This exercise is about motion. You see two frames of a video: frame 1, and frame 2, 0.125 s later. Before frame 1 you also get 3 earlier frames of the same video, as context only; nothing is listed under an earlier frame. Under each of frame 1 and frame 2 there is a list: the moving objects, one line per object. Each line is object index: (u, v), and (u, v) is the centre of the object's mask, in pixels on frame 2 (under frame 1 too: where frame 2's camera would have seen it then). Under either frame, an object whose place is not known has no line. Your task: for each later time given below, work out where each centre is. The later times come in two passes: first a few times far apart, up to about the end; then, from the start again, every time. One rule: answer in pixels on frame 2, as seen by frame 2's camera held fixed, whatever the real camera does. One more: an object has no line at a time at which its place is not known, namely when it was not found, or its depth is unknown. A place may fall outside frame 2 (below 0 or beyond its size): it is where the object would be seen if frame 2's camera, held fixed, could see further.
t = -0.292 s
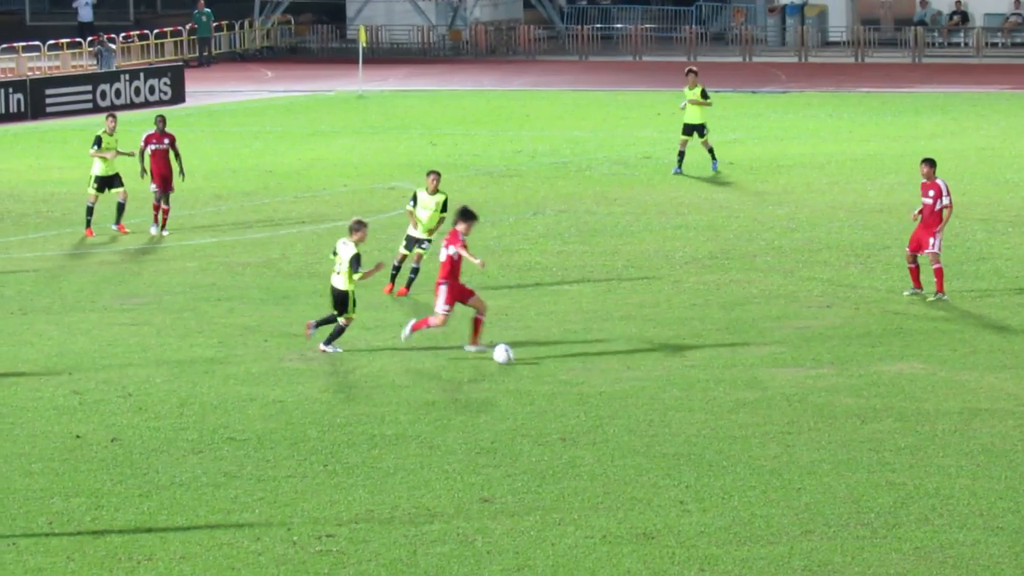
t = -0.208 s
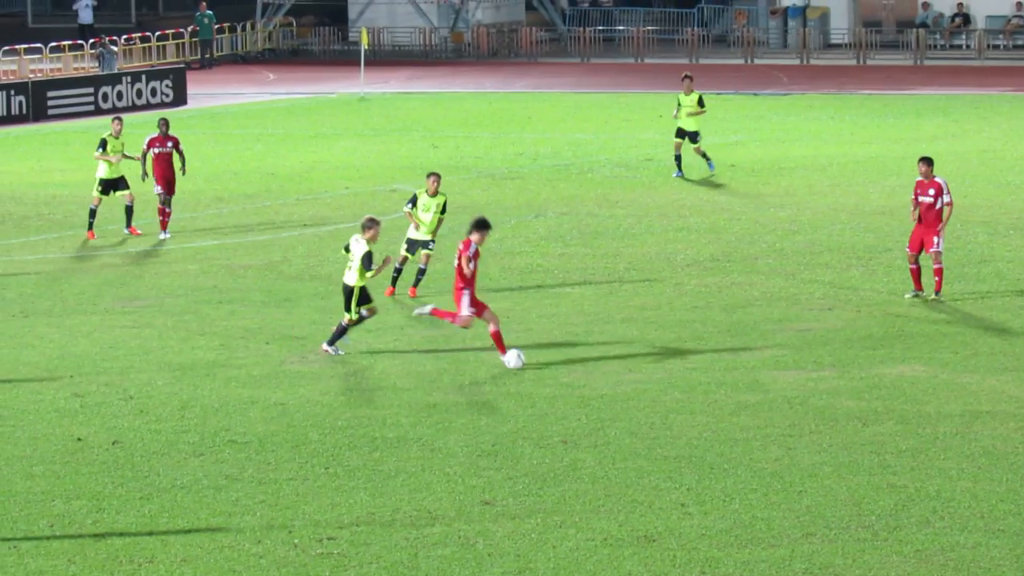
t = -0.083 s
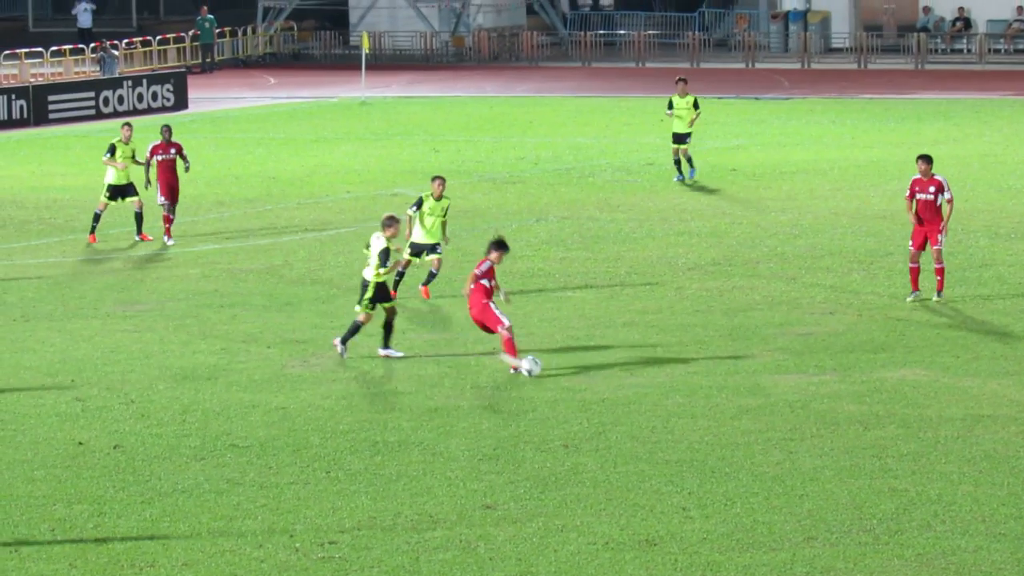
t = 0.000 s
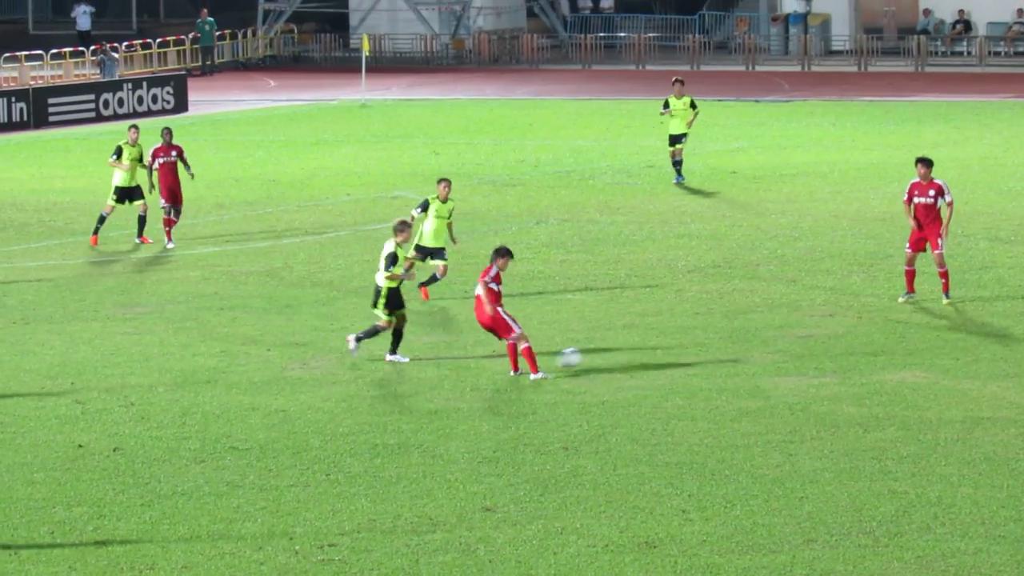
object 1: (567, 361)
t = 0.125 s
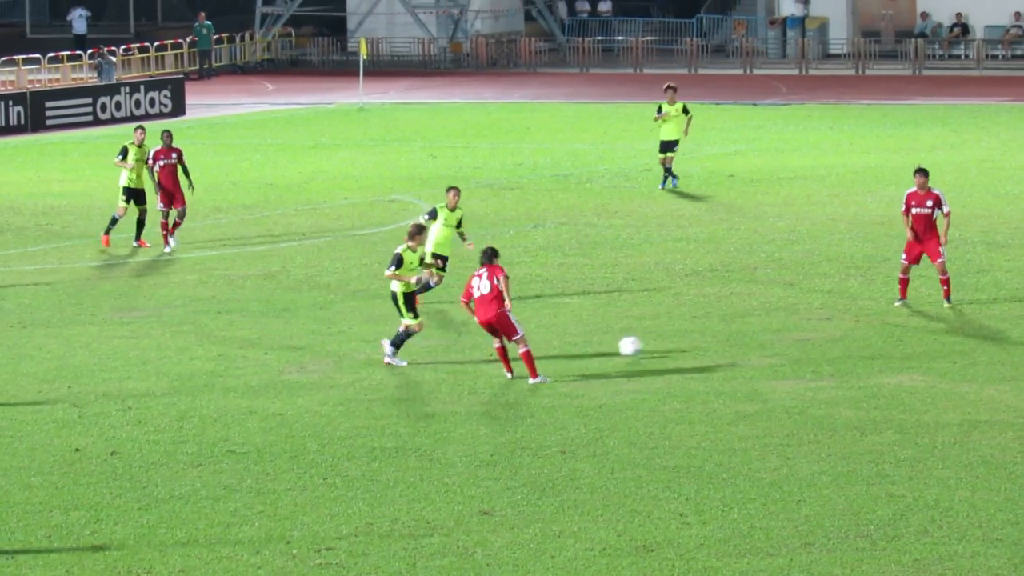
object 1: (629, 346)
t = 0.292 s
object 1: (705, 329)
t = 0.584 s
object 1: (814, 309)
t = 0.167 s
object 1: (650, 343)
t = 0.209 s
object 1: (670, 341)
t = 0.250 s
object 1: (688, 335)
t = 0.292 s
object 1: (705, 329)
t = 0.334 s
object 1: (722, 326)
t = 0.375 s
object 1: (739, 324)
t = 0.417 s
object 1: (756, 321)
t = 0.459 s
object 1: (771, 316)
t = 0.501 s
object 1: (785, 312)
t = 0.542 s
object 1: (800, 310)
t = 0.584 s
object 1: (814, 309)
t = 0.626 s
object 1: (828, 306)
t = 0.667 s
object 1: (841, 302)
